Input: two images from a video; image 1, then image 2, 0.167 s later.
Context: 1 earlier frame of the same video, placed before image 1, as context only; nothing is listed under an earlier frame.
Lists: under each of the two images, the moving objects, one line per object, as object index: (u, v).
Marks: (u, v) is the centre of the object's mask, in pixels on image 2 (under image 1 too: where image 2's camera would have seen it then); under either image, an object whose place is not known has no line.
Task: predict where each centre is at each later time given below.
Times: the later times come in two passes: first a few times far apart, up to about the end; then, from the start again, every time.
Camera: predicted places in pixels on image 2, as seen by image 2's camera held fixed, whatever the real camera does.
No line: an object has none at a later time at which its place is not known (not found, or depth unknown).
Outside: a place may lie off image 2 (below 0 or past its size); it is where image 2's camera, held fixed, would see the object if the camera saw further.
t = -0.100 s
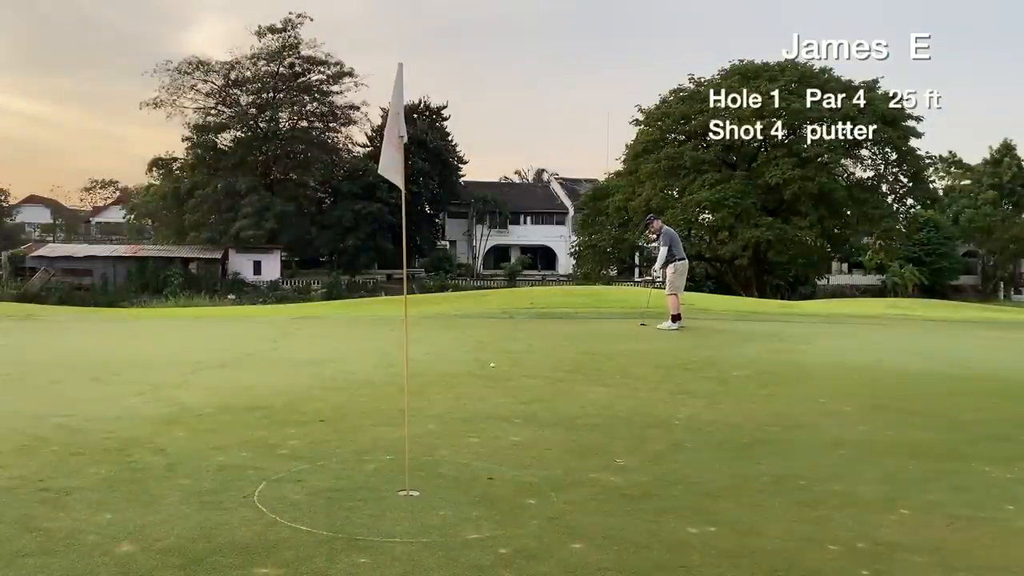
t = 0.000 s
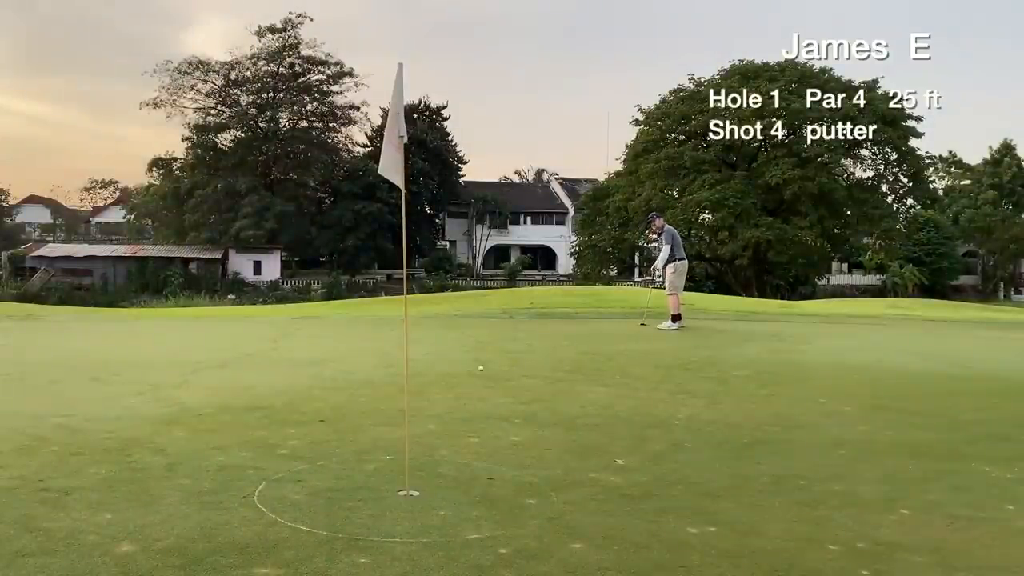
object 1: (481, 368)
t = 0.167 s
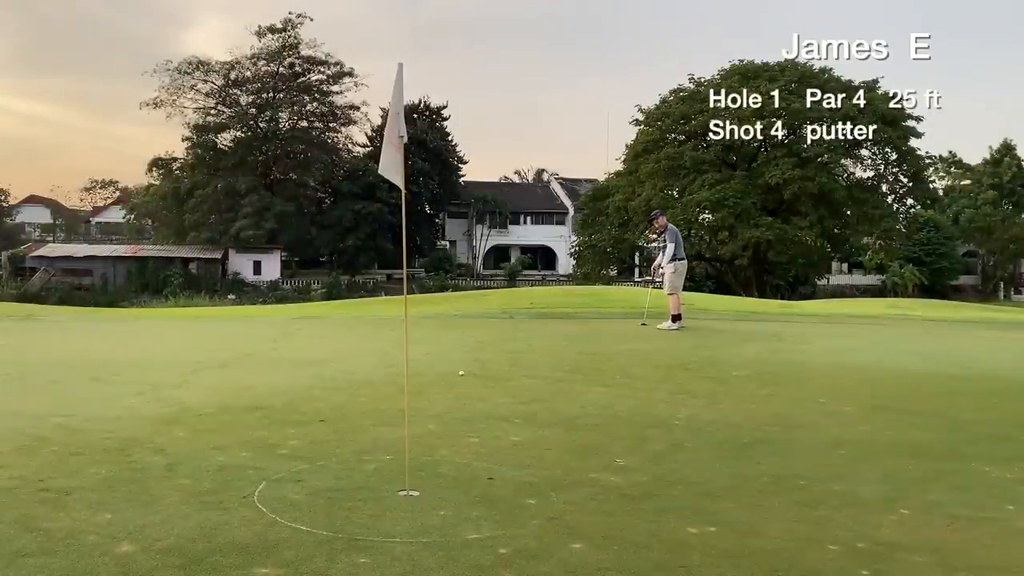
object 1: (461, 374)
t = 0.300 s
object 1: (446, 377)
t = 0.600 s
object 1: (410, 387)
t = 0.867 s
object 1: (375, 396)
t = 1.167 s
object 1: (336, 406)
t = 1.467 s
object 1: (296, 417)
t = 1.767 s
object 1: (257, 428)
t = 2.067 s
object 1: (222, 439)
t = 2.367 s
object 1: (191, 449)
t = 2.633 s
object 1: (170, 458)
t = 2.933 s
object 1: (153, 466)
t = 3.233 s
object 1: (143, 472)
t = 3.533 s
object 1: (139, 476)
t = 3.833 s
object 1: (139, 478)
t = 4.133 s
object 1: (139, 479)
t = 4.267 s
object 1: (139, 479)
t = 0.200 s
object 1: (457, 374)
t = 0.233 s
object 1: (454, 375)
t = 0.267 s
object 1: (450, 376)
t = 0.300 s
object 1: (446, 377)
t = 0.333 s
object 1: (442, 378)
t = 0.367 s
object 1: (438, 380)
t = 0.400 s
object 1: (434, 381)
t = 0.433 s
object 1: (430, 382)
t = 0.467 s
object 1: (426, 383)
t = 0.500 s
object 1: (422, 384)
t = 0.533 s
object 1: (417, 385)
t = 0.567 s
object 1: (414, 386)
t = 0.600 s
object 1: (410, 387)
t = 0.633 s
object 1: (405, 387)
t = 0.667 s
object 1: (400, 389)
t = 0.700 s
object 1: (397, 390)
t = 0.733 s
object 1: (392, 392)
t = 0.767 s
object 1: (388, 392)
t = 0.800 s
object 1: (384, 393)
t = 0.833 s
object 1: (379, 395)
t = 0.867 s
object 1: (375, 396)
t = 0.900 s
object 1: (371, 397)
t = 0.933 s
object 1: (366, 398)
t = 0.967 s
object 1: (362, 399)
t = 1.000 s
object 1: (358, 400)
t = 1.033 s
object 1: (353, 401)
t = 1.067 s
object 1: (349, 403)
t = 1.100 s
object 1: (345, 404)
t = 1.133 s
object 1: (340, 405)
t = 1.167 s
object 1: (336, 406)
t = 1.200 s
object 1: (331, 407)
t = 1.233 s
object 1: (326, 408)
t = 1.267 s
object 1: (322, 410)
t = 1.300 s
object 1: (318, 411)
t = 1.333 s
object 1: (313, 412)
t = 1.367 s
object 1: (309, 413)
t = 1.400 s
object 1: (304, 414)
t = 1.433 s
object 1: (300, 416)
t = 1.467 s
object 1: (296, 417)
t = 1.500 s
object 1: (291, 418)
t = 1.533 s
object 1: (286, 419)
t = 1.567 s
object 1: (282, 421)
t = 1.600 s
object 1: (278, 422)
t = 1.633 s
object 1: (274, 423)
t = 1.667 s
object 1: (270, 424)
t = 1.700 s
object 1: (265, 426)
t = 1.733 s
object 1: (261, 427)
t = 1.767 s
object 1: (257, 428)
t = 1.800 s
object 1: (253, 429)
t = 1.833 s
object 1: (249, 431)
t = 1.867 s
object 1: (245, 432)
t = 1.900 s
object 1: (241, 432)
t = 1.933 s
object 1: (237, 434)
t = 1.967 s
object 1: (233, 435)
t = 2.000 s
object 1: (229, 437)
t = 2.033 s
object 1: (226, 438)
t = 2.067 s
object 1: (222, 439)
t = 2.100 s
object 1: (218, 440)
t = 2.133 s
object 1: (214, 441)
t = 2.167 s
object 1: (211, 443)
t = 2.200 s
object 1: (208, 444)
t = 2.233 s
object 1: (204, 445)
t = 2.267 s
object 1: (200, 446)
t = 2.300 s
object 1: (197, 447)
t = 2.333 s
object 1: (194, 448)
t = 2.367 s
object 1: (191, 449)
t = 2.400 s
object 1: (188, 451)
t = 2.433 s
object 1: (185, 452)
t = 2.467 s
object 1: (182, 453)
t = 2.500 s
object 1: (179, 454)
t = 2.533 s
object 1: (177, 455)
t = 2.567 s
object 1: (174, 456)
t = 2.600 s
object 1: (172, 457)
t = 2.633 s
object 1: (170, 458)
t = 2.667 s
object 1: (168, 459)
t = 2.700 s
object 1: (165, 460)
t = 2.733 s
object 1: (163, 460)
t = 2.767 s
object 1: (161, 461)
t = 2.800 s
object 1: (160, 462)
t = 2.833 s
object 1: (158, 463)
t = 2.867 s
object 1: (156, 464)
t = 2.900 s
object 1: (154, 465)
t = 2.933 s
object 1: (153, 466)
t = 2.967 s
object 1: (152, 466)
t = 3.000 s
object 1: (150, 467)
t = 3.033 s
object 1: (149, 468)
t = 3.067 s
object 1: (148, 469)
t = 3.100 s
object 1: (147, 469)
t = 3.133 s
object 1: (146, 470)
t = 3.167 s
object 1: (145, 471)
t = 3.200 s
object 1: (144, 471)
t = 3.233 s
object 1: (143, 472)
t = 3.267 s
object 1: (143, 472)
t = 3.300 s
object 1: (142, 473)
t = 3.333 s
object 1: (141, 474)
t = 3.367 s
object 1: (141, 474)
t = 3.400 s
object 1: (140, 475)
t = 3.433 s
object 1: (140, 475)
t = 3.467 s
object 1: (140, 475)
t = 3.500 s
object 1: (139, 476)
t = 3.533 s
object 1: (139, 476)
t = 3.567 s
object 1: (139, 476)
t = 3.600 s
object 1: (139, 477)
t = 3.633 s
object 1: (139, 477)
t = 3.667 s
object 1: (139, 477)
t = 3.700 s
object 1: (139, 478)
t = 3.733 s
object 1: (139, 478)
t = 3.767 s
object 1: (139, 478)
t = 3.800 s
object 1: (139, 478)
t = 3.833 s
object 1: (139, 478)
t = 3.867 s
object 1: (139, 478)
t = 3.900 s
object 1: (139, 478)
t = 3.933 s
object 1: (139, 478)
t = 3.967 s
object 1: (139, 478)
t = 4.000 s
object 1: (139, 478)
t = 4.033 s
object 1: (139, 478)
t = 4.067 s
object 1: (139, 478)
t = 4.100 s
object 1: (139, 479)
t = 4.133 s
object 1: (139, 479)
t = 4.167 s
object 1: (139, 479)
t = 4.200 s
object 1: (139, 479)
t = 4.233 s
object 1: (139, 479)
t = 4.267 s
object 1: (139, 479)
